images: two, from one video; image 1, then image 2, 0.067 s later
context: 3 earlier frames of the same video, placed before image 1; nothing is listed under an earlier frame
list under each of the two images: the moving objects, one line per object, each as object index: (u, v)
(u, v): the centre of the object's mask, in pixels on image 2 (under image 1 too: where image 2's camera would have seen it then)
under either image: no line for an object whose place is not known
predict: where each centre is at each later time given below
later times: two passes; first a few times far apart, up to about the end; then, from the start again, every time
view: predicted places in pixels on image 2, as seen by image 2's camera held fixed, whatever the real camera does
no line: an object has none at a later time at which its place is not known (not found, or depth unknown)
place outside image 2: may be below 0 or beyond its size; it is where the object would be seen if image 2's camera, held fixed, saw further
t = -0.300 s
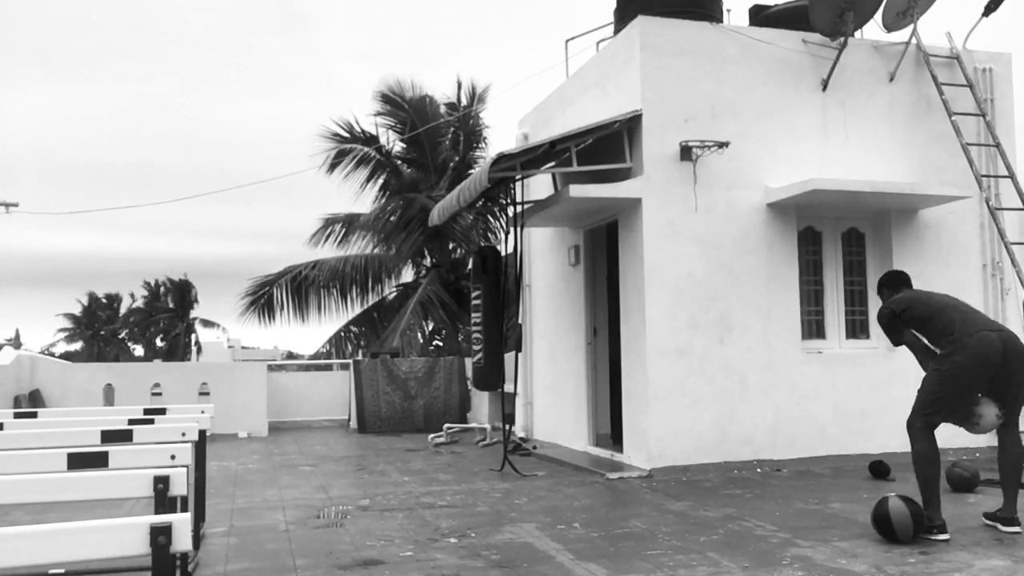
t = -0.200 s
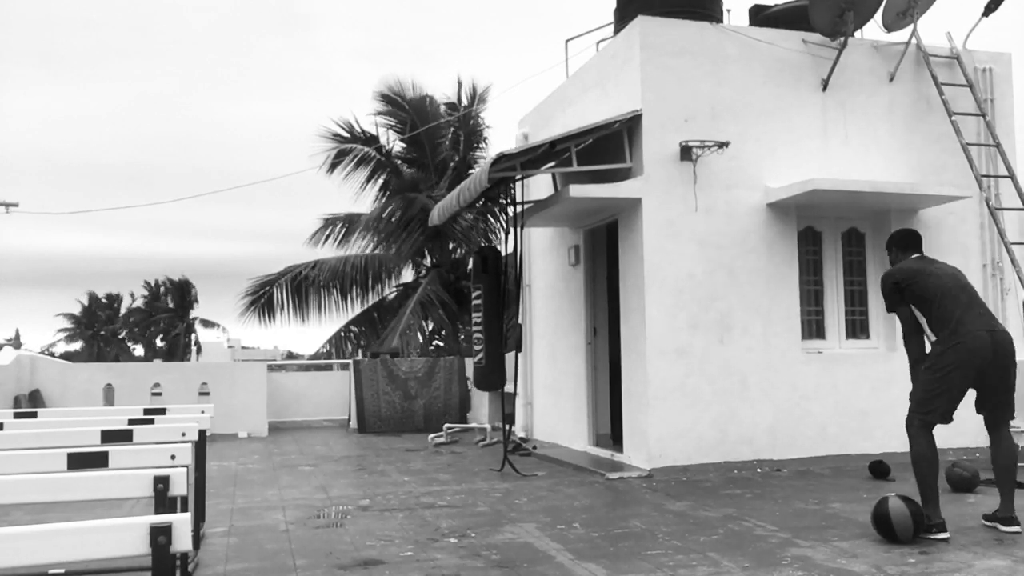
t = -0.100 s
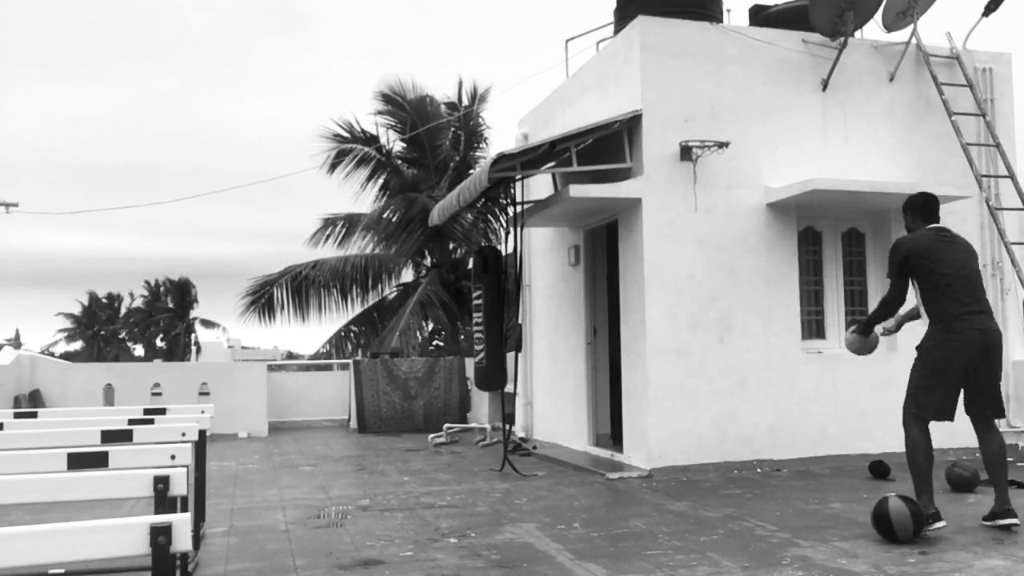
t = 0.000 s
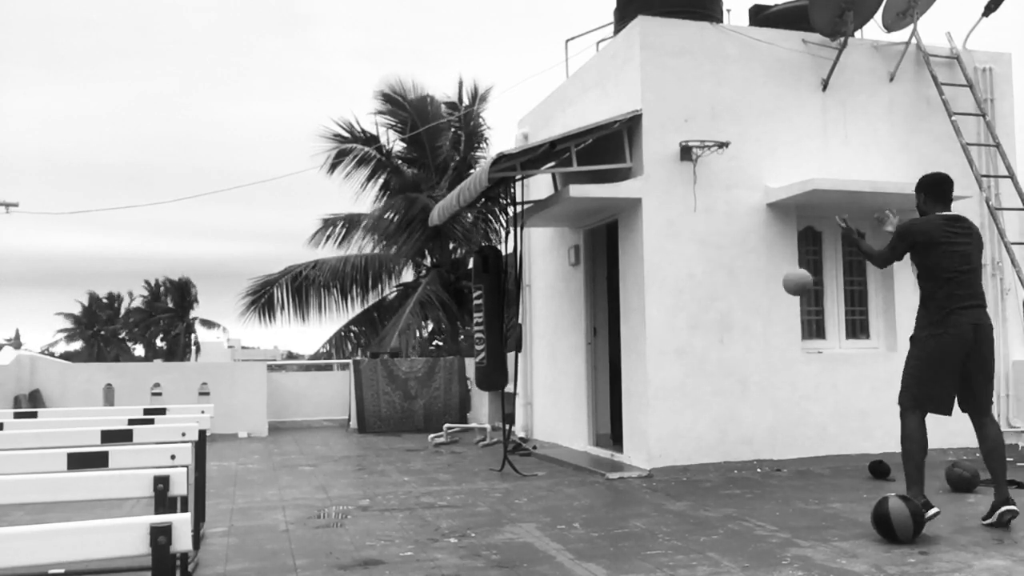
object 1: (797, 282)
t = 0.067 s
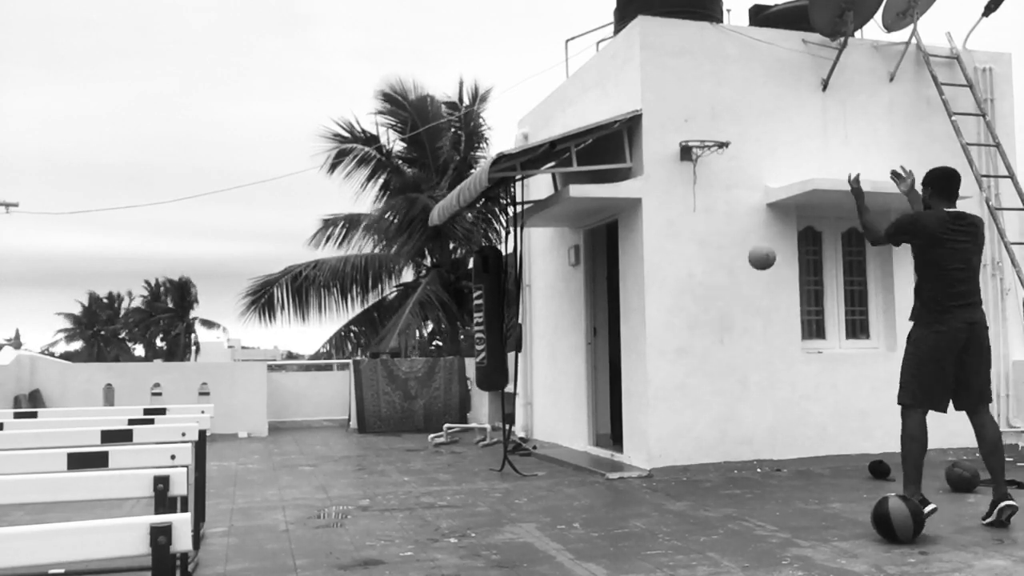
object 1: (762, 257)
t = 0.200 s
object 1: (735, 227)
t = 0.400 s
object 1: (810, 204)
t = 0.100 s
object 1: (746, 248)
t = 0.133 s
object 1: (731, 241)
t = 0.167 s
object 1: (724, 236)
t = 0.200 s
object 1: (735, 227)
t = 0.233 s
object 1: (746, 220)
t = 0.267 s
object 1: (757, 214)
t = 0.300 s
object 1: (769, 210)
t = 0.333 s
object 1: (782, 207)
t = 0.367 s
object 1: (795, 205)
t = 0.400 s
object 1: (810, 204)
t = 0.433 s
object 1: (824, 206)
